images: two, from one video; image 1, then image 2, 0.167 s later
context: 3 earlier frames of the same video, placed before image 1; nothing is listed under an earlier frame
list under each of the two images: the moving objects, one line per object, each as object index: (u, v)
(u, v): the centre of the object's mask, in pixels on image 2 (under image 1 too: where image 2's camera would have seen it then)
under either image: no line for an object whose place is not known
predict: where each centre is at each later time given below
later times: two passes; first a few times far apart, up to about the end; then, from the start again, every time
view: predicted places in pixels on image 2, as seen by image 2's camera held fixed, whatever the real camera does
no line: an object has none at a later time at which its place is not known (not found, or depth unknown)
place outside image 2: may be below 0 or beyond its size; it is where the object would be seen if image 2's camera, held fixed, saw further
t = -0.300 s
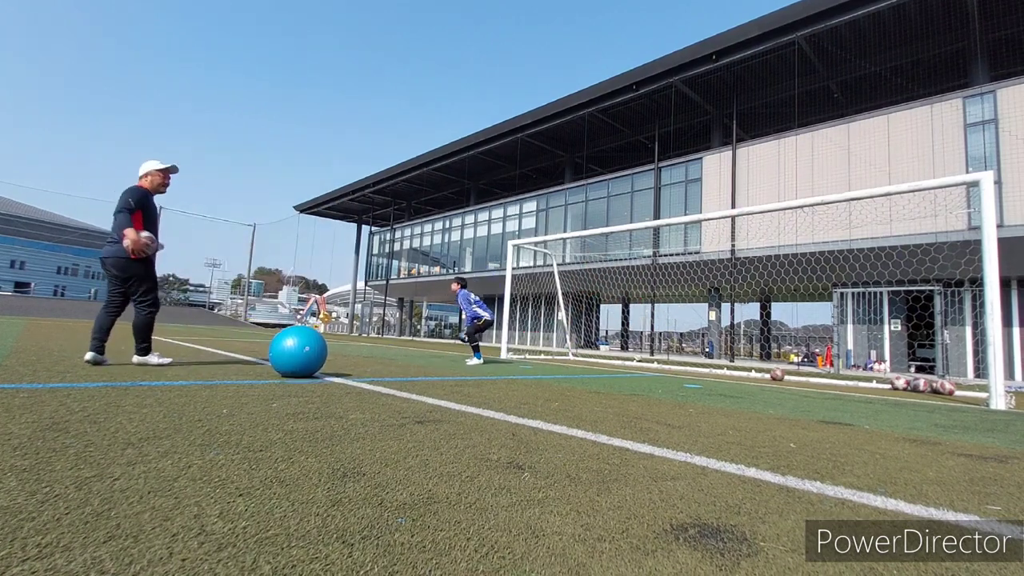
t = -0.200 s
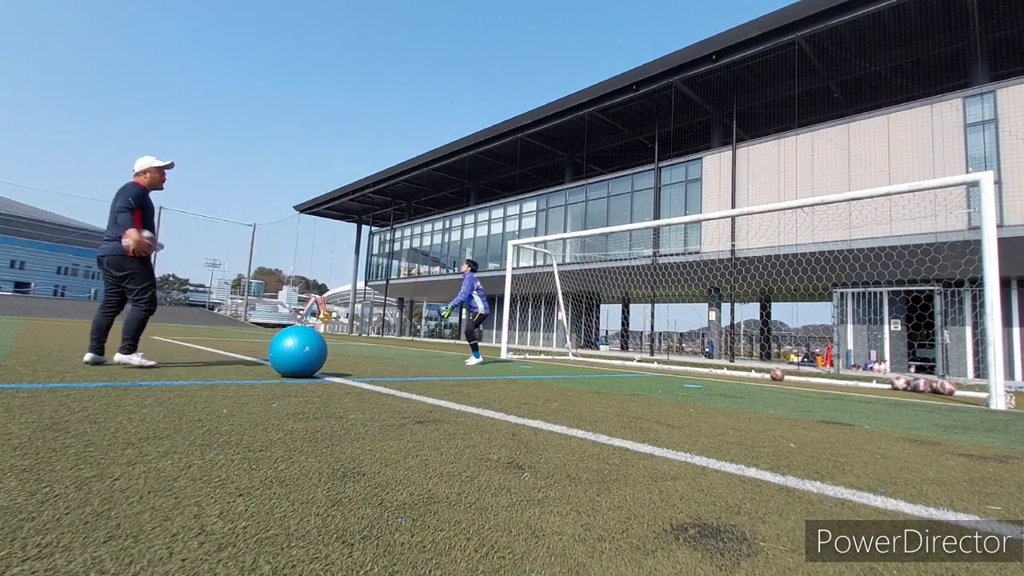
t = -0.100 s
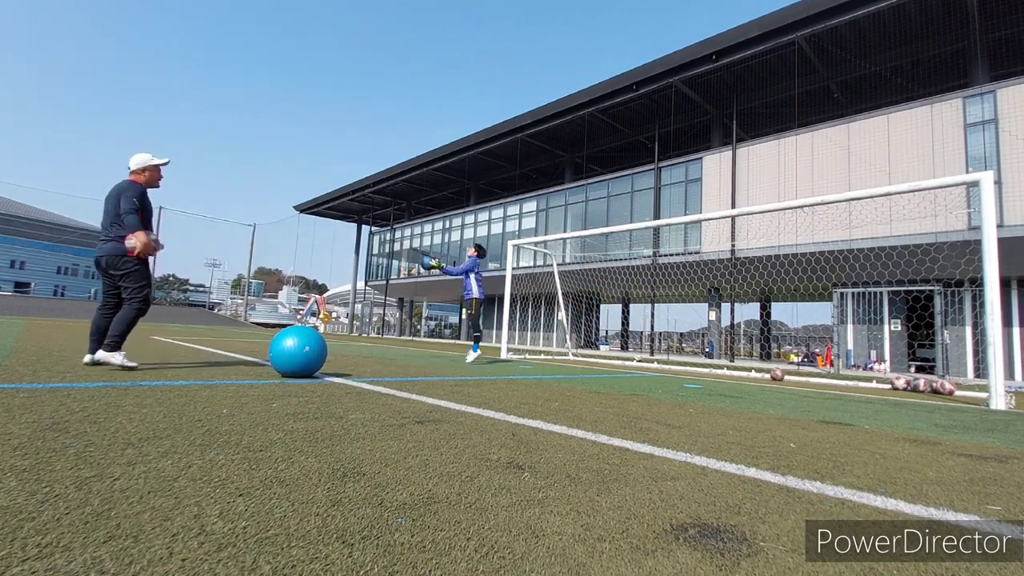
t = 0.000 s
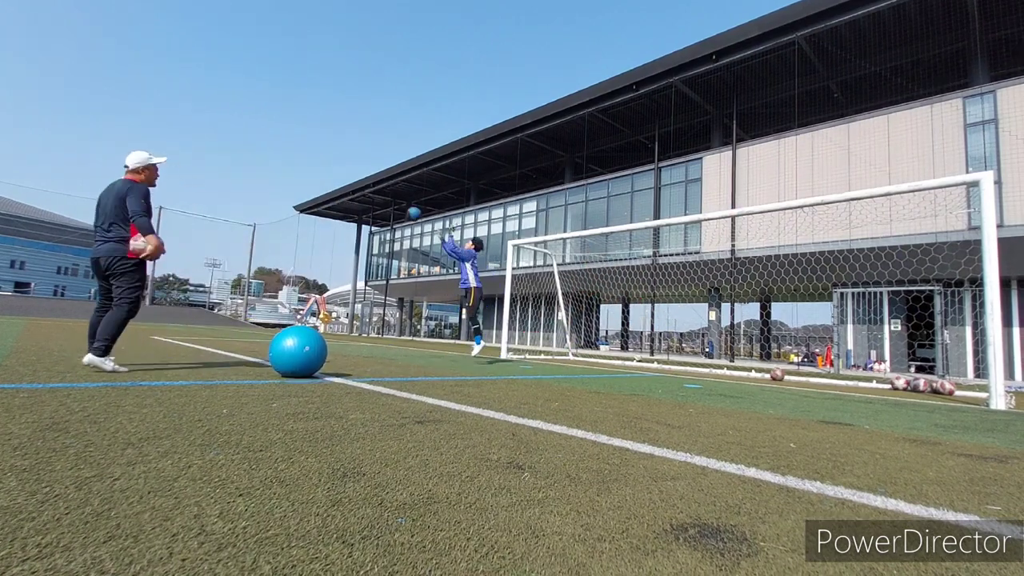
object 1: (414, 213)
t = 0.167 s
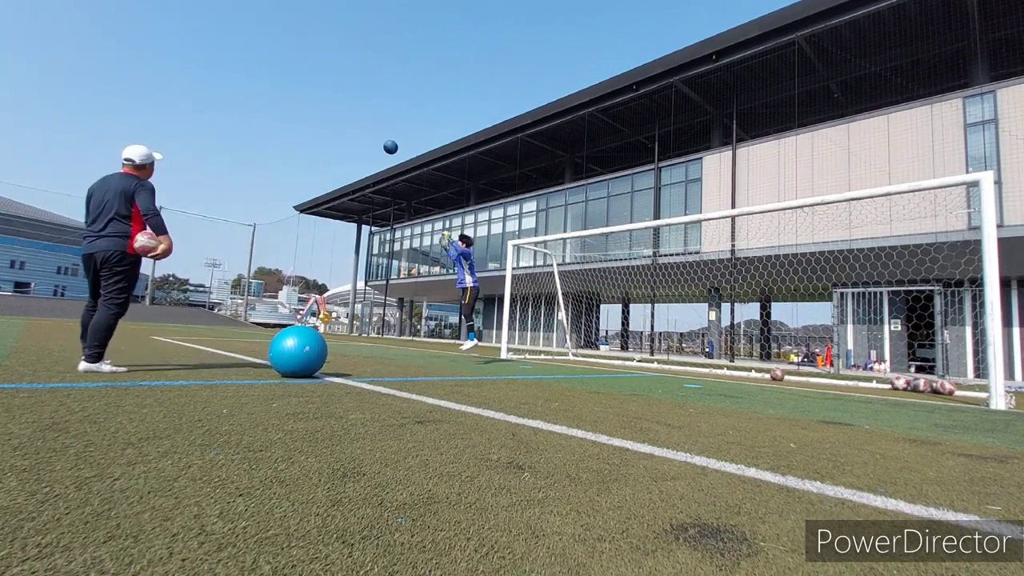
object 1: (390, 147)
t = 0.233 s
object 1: (381, 125)
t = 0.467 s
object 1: (345, 68)
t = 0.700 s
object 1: (305, 44)
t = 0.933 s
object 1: (260, 52)
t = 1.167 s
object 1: (211, 93)
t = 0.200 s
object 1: (386, 136)
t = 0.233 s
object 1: (381, 125)
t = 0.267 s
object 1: (376, 115)
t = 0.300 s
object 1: (371, 106)
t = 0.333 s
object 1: (365, 97)
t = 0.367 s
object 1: (360, 89)
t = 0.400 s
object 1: (355, 81)
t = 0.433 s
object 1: (350, 75)
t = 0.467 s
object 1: (345, 68)
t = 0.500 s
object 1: (339, 63)
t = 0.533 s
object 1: (334, 58)
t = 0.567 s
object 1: (328, 54)
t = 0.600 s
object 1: (322, 51)
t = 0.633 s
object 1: (316, 48)
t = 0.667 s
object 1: (311, 45)
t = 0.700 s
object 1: (305, 44)
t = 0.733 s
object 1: (299, 43)
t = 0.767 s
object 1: (293, 43)
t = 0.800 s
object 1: (286, 43)
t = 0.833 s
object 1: (280, 44)
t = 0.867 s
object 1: (274, 46)
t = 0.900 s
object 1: (267, 49)
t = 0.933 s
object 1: (260, 52)
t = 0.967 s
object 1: (254, 55)
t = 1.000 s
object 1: (247, 60)
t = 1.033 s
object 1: (240, 65)
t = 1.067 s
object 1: (233, 71)
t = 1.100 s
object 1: (225, 78)
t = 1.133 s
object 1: (218, 85)
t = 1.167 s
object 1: (211, 93)
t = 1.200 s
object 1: (203, 102)
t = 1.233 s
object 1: (195, 111)
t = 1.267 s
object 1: (187, 122)
